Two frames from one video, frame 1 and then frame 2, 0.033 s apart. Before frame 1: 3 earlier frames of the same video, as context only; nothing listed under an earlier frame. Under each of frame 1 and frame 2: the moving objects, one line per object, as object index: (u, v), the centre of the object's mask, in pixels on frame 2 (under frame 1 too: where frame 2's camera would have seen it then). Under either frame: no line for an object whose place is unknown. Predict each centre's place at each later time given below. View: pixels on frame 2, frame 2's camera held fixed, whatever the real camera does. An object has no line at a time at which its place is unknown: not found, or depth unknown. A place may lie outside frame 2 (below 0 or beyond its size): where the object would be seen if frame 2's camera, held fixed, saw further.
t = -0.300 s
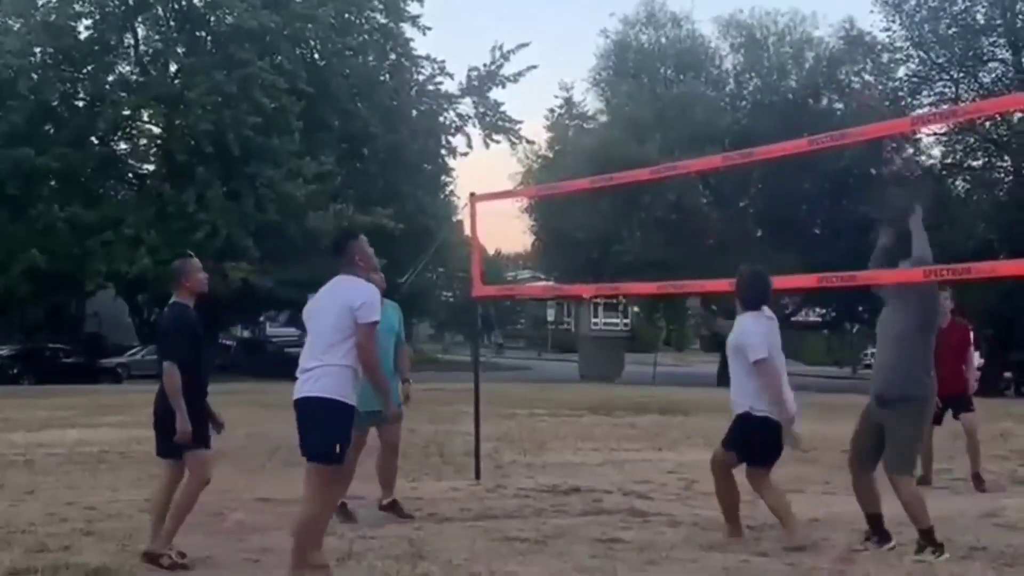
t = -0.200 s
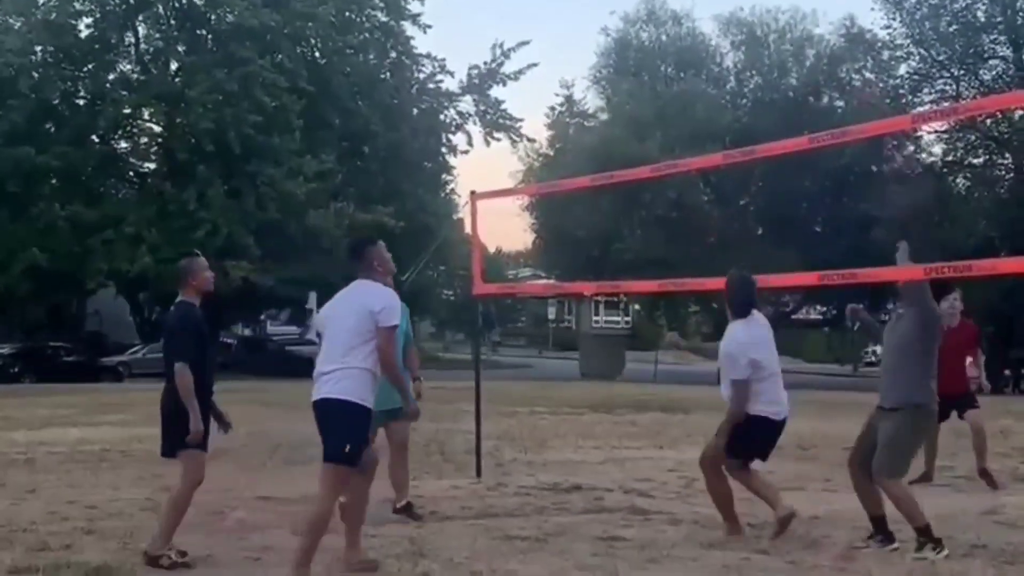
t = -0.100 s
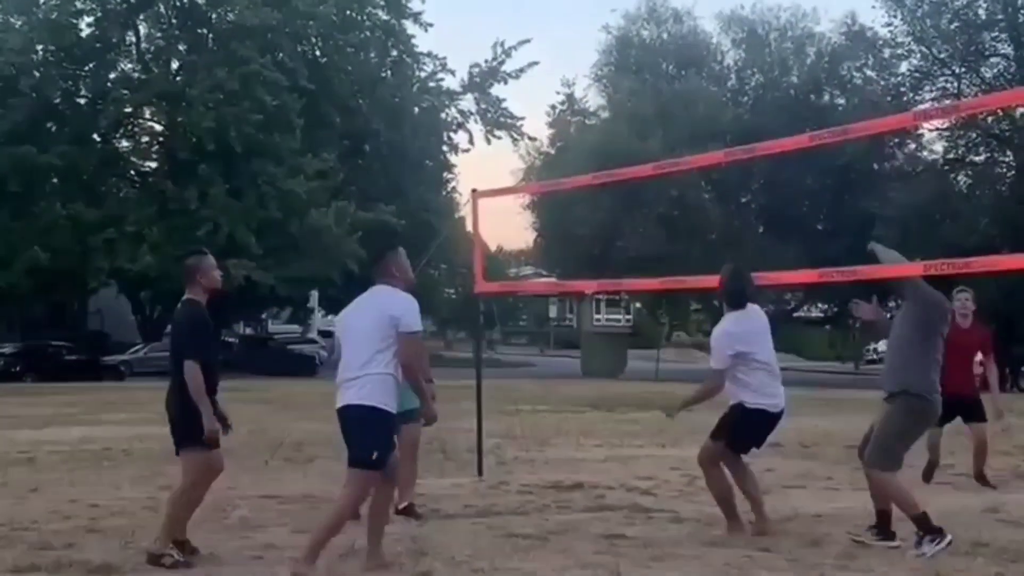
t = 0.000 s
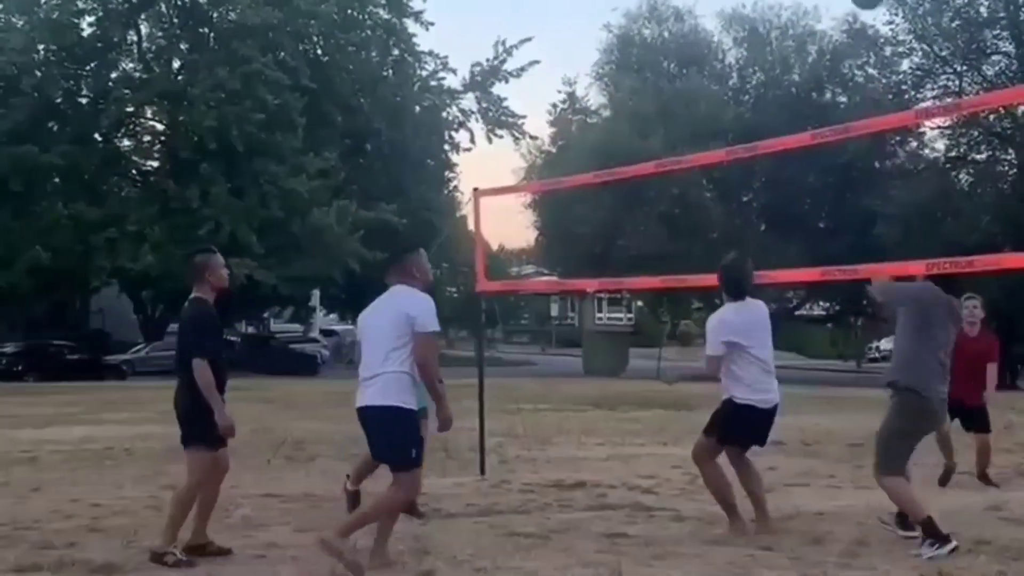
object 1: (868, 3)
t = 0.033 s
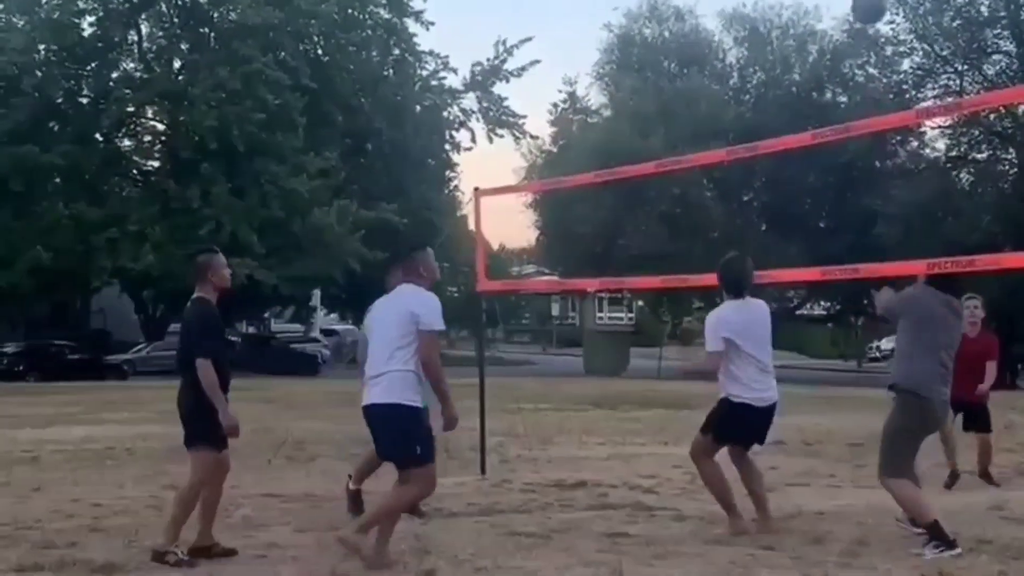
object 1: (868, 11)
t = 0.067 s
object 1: (869, 25)
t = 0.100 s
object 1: (873, 38)
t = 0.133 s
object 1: (871, 54)
